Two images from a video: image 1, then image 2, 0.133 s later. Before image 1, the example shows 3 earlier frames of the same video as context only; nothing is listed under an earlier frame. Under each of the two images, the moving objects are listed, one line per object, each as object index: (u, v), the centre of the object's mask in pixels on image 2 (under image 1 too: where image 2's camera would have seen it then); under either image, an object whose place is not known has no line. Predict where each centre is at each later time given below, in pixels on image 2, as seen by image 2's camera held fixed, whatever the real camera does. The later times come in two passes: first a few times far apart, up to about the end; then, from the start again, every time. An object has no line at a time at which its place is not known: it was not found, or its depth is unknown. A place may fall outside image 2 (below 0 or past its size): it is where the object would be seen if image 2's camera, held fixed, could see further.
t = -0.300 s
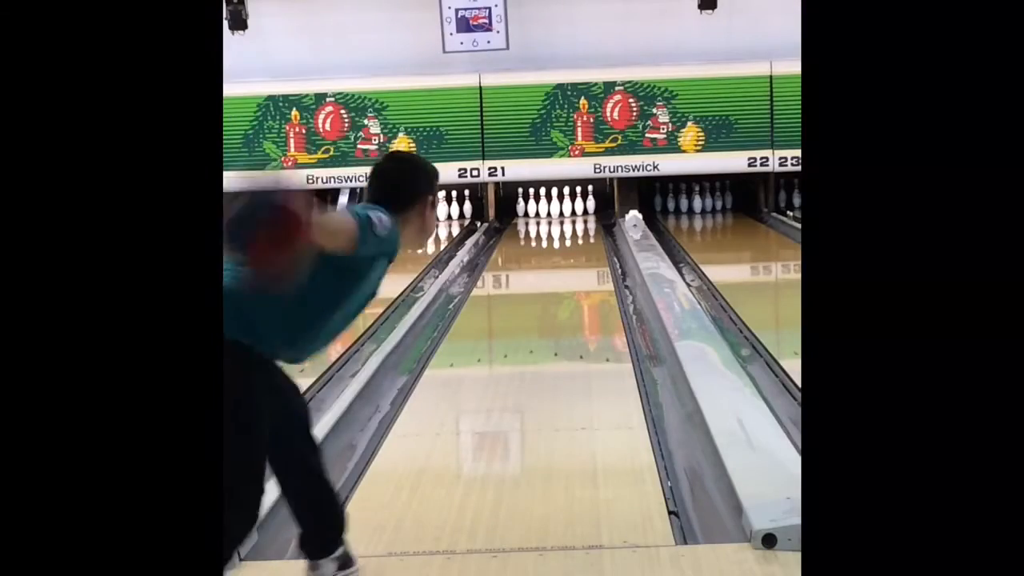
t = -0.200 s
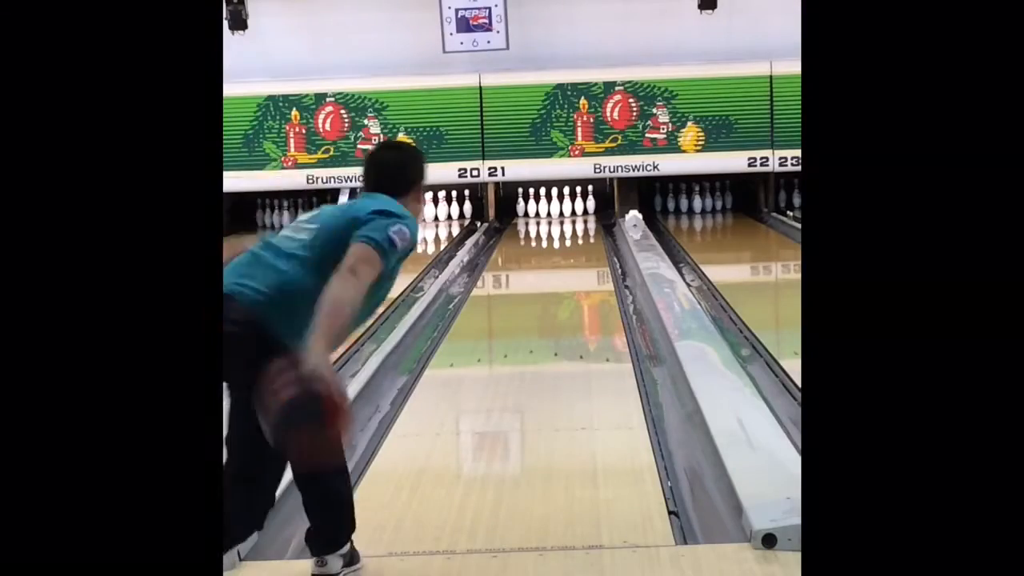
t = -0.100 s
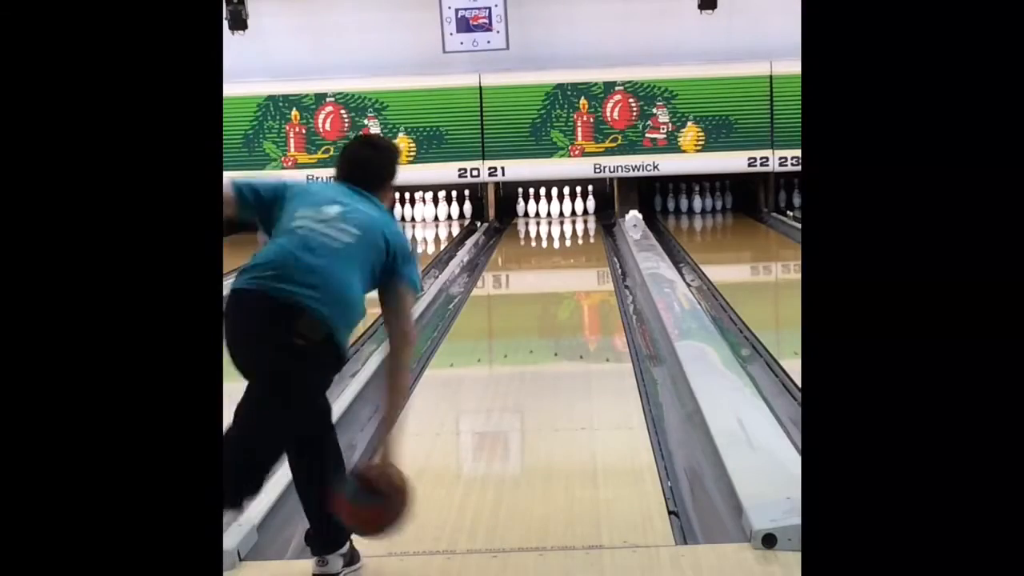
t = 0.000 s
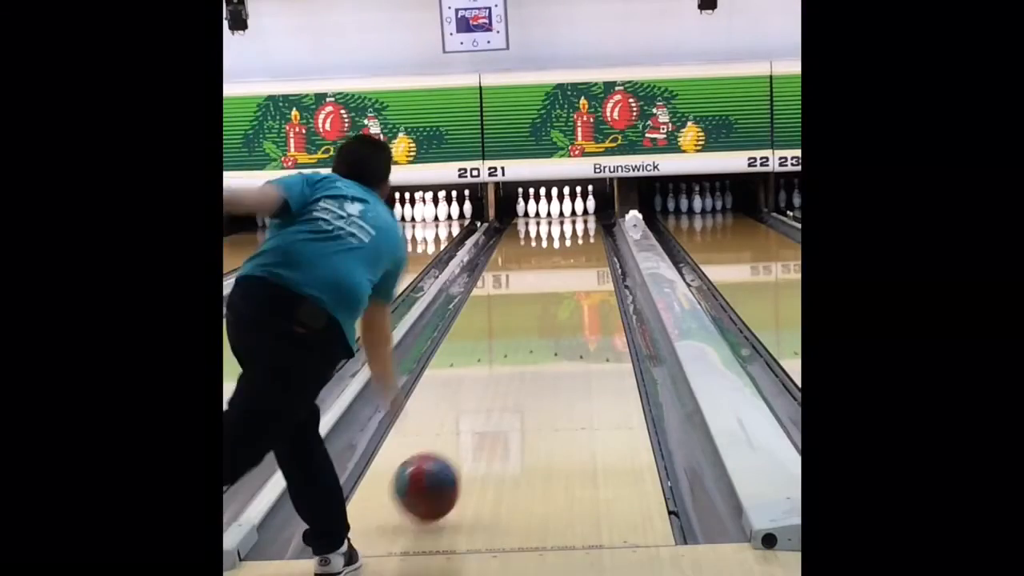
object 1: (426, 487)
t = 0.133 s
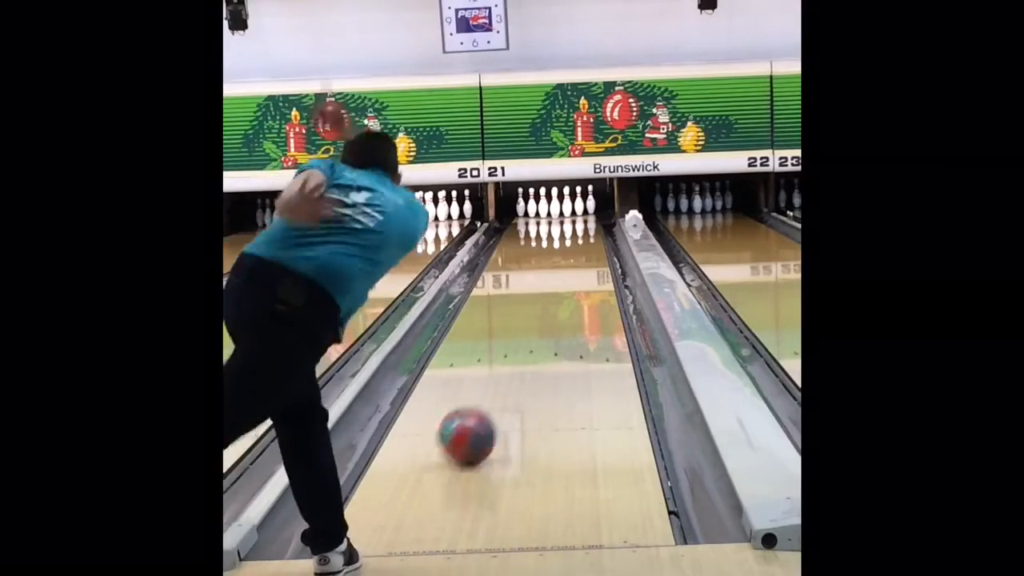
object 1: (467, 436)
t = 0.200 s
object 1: (483, 414)
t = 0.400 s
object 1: (518, 362)
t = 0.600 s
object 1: (542, 325)
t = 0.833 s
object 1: (561, 294)
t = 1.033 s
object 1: (572, 275)
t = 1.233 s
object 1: (579, 259)
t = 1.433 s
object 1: (583, 246)
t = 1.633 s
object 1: (584, 236)
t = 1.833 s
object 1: (581, 228)
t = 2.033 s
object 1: (576, 221)
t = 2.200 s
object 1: (569, 216)
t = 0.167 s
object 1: (475, 425)
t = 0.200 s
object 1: (483, 414)
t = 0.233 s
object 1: (490, 403)
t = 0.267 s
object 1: (496, 394)
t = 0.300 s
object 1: (502, 385)
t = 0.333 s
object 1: (508, 377)
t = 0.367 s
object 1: (513, 369)
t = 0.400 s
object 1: (518, 362)
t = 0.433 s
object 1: (523, 354)
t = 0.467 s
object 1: (527, 348)
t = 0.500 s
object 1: (531, 342)
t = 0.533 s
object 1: (535, 335)
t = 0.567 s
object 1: (539, 330)
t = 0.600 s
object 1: (542, 325)
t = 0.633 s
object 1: (545, 320)
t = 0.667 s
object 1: (548, 316)
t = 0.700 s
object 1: (551, 311)
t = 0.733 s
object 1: (554, 307)
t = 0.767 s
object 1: (556, 302)
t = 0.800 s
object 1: (558, 298)
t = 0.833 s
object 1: (561, 294)
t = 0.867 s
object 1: (563, 291)
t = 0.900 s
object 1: (565, 287)
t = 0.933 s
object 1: (567, 284)
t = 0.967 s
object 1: (569, 281)
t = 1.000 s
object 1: (570, 278)
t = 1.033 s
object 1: (572, 275)
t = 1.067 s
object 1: (573, 273)
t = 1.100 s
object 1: (574, 269)
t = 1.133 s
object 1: (576, 267)
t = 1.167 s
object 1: (577, 264)
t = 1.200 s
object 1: (578, 261)
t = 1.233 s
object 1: (579, 259)
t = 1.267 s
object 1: (580, 257)
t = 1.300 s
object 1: (581, 255)
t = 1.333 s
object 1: (581, 252)
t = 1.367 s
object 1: (582, 251)
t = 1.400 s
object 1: (582, 249)
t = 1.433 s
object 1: (583, 246)
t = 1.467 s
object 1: (583, 244)
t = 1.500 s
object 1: (583, 242)
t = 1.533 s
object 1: (583, 240)
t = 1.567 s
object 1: (584, 239)
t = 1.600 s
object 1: (583, 238)
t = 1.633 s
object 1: (584, 236)
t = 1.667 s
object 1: (584, 234)
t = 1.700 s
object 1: (584, 232)
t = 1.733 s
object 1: (583, 231)
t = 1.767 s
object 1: (582, 229)
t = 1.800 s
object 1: (582, 229)
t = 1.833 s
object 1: (581, 228)
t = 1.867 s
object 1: (580, 227)
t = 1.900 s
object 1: (580, 226)
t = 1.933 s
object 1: (579, 224)
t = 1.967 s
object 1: (578, 224)
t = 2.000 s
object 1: (578, 222)
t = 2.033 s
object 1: (576, 221)
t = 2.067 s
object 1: (574, 220)
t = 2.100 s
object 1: (573, 219)
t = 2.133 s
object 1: (572, 218)
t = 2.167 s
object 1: (571, 217)
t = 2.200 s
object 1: (569, 216)
